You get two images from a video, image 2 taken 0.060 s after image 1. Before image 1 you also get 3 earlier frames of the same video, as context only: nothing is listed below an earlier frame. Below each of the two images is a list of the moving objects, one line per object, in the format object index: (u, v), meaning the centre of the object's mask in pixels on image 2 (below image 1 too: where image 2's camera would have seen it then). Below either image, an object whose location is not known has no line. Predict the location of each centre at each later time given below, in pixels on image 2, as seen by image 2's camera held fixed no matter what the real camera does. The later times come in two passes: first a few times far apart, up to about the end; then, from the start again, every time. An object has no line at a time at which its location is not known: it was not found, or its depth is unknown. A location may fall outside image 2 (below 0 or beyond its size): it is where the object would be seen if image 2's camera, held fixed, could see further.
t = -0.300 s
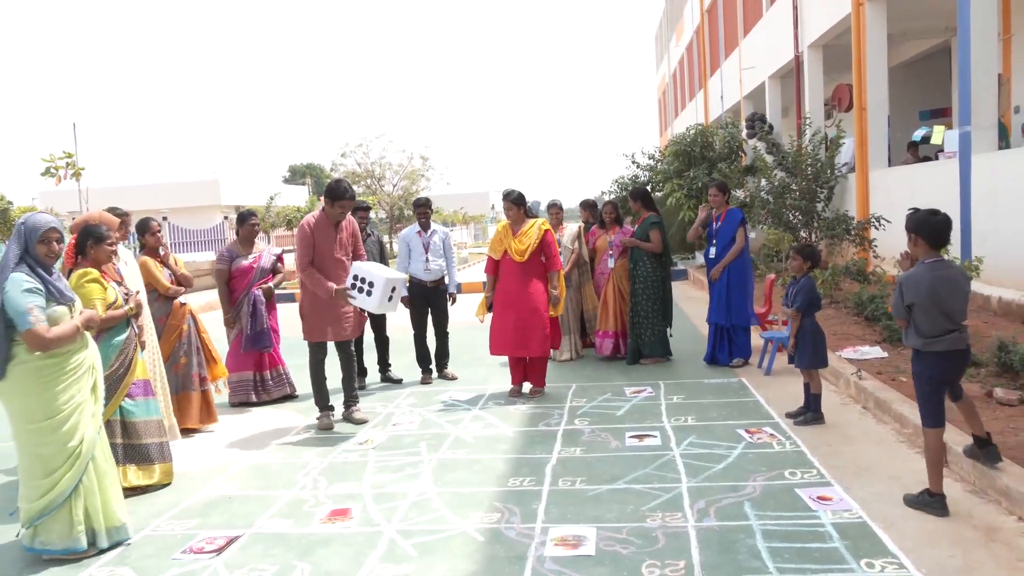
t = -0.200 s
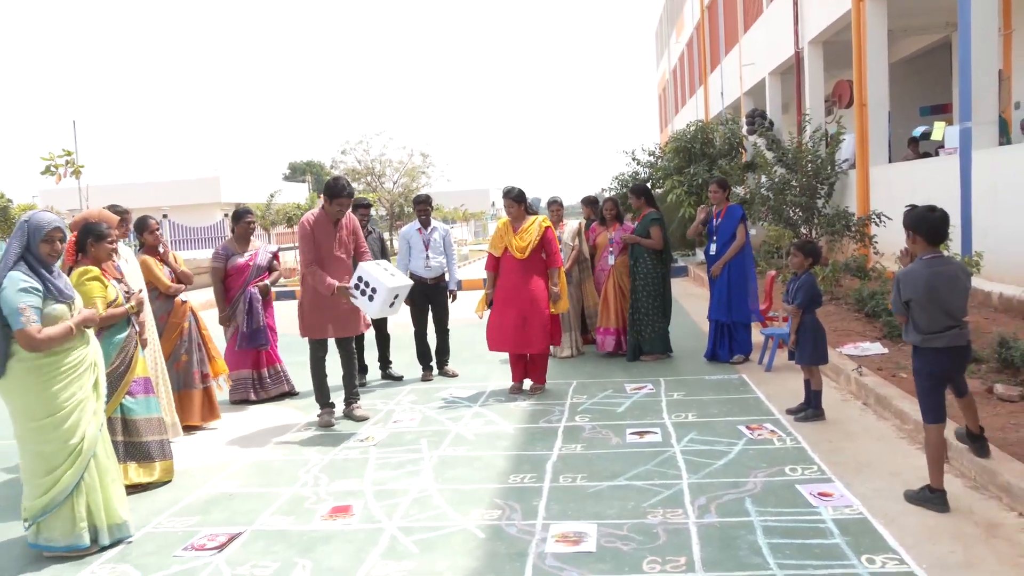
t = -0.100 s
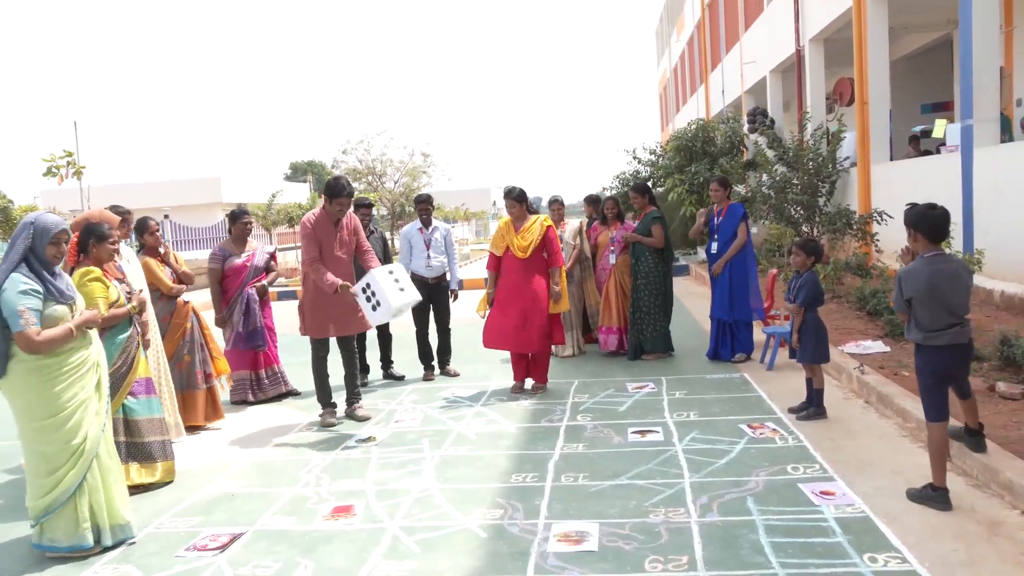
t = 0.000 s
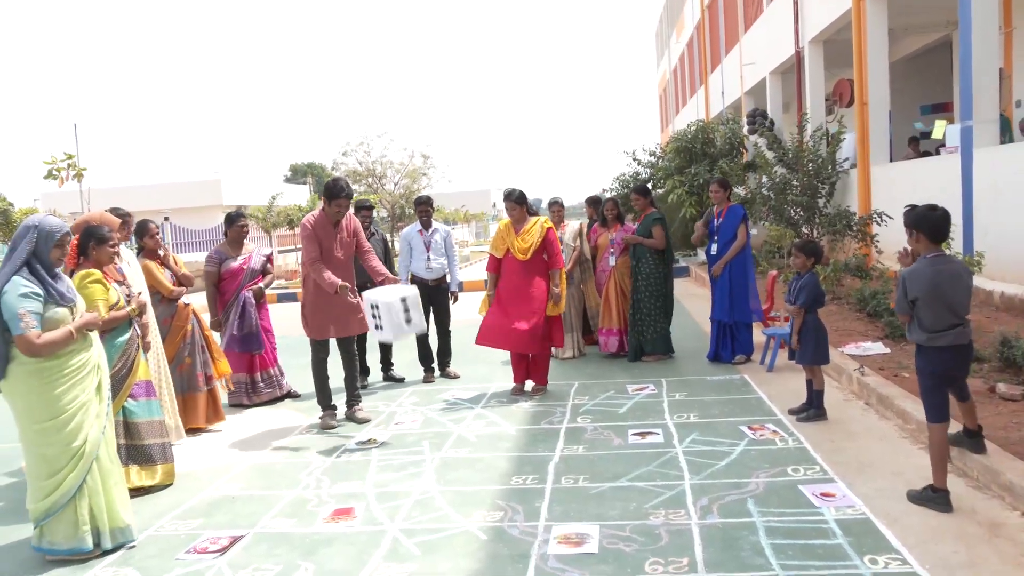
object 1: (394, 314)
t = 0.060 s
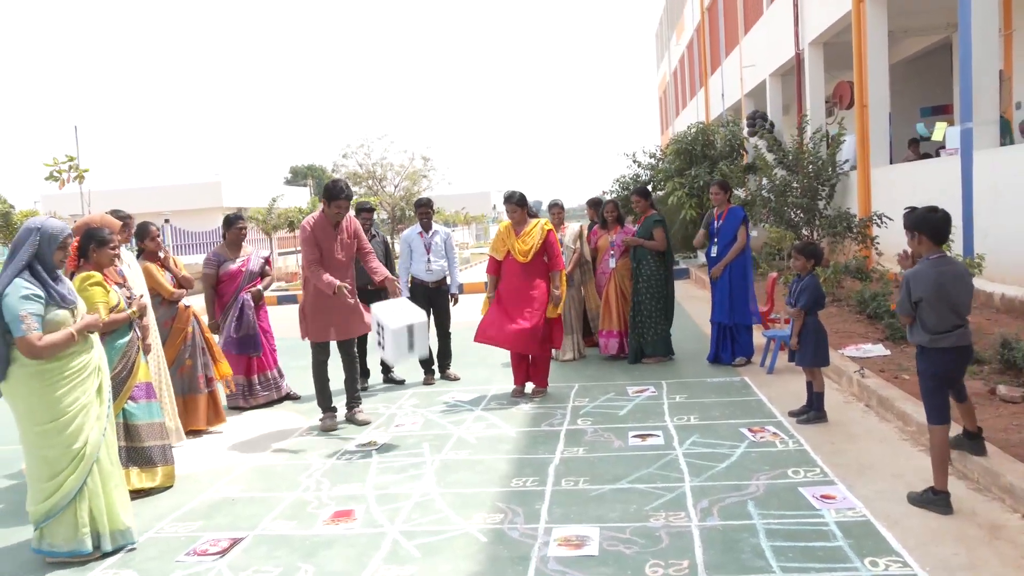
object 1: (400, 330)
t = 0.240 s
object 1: (417, 414)
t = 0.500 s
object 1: (396, 424)
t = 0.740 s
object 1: (386, 442)
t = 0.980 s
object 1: (394, 457)
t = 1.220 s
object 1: (399, 458)
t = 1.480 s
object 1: (398, 459)
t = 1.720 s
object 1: (399, 459)
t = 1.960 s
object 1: (399, 459)
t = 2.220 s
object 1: (399, 459)
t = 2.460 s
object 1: (399, 458)
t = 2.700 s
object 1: (399, 458)
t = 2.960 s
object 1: (399, 458)
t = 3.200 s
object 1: (399, 458)
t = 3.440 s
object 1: (399, 458)
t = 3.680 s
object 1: (399, 458)
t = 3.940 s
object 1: (400, 458)
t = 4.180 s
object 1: (400, 458)
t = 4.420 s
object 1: (399, 458)
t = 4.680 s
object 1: (400, 458)
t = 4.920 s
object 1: (400, 458)
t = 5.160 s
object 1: (399, 459)
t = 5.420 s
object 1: (400, 458)
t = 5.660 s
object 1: (400, 458)
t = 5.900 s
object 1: (400, 458)
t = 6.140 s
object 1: (400, 458)
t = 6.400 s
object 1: (400, 458)
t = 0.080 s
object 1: (401, 337)
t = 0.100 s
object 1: (403, 345)
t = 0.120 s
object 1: (405, 353)
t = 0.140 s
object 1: (407, 359)
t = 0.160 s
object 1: (409, 367)
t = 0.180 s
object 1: (411, 378)
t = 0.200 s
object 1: (413, 387)
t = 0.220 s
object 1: (416, 399)
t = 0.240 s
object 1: (417, 414)
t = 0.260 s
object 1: (419, 424)
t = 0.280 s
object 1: (418, 427)
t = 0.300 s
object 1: (416, 426)
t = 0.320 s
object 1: (415, 424)
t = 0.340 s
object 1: (412, 422)
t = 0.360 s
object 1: (409, 420)
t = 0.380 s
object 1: (407, 419)
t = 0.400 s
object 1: (405, 418)
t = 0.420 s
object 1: (403, 418)
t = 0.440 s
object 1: (401, 419)
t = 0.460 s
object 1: (399, 420)
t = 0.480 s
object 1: (398, 422)
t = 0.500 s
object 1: (396, 424)
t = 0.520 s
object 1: (394, 426)
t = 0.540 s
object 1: (391, 430)
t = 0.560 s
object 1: (390, 433)
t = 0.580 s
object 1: (389, 432)
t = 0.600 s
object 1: (389, 432)
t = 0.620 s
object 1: (388, 432)
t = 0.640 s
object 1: (388, 433)
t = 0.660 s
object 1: (388, 433)
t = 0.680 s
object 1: (387, 435)
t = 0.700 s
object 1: (387, 437)
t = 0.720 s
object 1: (386, 439)
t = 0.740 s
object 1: (386, 442)
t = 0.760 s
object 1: (386, 446)
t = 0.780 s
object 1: (385, 449)
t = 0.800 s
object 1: (386, 455)
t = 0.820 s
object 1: (386, 455)
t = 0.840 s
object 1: (387, 456)
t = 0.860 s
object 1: (388, 457)
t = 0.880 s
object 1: (389, 457)
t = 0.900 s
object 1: (391, 457)
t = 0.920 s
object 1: (392, 456)
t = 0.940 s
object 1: (393, 457)
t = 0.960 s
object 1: (393, 457)
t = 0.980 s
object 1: (394, 457)
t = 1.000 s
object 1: (394, 457)
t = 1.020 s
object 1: (395, 457)
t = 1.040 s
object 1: (396, 457)
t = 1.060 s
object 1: (396, 457)
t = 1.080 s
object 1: (397, 457)
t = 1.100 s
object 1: (397, 458)
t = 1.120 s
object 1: (398, 458)
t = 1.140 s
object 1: (398, 459)
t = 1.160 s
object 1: (398, 459)
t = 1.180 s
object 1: (398, 459)
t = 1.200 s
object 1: (398, 458)
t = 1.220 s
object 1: (399, 458)
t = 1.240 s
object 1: (399, 457)
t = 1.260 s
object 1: (400, 457)
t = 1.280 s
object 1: (400, 457)
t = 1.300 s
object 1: (400, 457)
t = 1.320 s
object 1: (400, 457)
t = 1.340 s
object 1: (400, 457)
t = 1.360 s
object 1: (400, 458)
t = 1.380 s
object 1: (399, 458)
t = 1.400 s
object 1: (399, 459)
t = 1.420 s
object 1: (399, 459)
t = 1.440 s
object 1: (399, 459)
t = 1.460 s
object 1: (399, 459)
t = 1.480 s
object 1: (398, 459)
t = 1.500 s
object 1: (399, 459)
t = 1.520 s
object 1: (399, 459)
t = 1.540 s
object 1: (399, 459)
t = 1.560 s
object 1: (399, 459)
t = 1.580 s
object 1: (399, 459)
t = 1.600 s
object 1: (399, 459)
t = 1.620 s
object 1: (399, 459)
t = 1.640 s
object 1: (399, 459)
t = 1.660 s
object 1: (399, 459)
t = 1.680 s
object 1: (399, 459)
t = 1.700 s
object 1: (399, 459)
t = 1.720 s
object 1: (399, 459)
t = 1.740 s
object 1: (399, 459)
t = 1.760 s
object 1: (399, 459)
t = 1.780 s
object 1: (399, 459)
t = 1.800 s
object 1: (399, 459)
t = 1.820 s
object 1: (399, 459)
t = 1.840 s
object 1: (399, 459)
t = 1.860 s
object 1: (399, 459)
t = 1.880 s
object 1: (399, 459)
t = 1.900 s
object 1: (398, 459)
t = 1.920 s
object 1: (399, 459)
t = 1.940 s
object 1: (399, 459)
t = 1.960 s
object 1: (399, 459)
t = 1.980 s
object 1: (399, 459)
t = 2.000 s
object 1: (398, 459)
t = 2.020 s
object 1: (399, 459)
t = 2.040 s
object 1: (399, 459)
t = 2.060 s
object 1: (399, 459)
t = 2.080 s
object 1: (399, 459)
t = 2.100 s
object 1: (399, 459)
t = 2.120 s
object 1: (399, 459)
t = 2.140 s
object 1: (399, 459)
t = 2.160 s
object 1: (399, 459)
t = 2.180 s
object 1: (399, 459)
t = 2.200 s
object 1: (399, 459)
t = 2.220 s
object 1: (399, 459)
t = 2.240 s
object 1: (399, 459)
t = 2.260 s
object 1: (399, 459)
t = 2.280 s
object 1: (399, 459)
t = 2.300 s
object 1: (399, 459)
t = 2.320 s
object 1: (399, 459)
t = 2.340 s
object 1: (399, 459)
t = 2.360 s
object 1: (399, 458)
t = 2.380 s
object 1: (399, 458)
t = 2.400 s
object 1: (399, 458)
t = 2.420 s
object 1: (399, 458)
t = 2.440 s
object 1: (399, 458)
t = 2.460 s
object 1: (399, 458)
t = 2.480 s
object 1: (399, 458)
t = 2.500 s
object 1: (399, 458)
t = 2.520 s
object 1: (399, 458)
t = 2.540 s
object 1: (399, 458)
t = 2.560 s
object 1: (399, 458)
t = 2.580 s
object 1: (399, 458)
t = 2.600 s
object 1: (399, 458)
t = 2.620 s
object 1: (399, 458)
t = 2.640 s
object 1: (399, 458)
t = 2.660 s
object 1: (399, 458)
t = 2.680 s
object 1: (399, 458)
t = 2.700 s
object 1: (399, 458)
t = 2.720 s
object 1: (399, 458)
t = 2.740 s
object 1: (399, 458)
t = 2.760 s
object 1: (399, 458)
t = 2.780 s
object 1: (399, 458)
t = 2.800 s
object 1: (399, 458)
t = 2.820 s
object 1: (399, 458)
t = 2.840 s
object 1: (399, 457)
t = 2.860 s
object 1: (399, 458)
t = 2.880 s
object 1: (399, 458)
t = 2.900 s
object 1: (400, 457)
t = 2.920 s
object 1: (400, 457)
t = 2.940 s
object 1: (399, 458)
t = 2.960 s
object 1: (399, 458)
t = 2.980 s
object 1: (399, 458)
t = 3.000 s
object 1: (399, 458)
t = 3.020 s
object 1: (399, 458)
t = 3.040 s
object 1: (399, 458)
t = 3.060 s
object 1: (399, 458)
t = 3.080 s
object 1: (399, 458)
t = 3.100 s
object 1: (399, 458)
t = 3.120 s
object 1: (399, 458)
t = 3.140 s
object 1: (399, 458)
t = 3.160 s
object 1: (399, 458)
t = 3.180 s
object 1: (399, 458)
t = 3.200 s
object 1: (399, 458)
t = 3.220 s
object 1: (400, 458)
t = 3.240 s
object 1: (400, 458)
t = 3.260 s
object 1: (400, 458)
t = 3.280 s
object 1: (400, 457)
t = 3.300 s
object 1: (399, 458)
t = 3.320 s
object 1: (399, 458)
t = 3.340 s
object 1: (399, 458)
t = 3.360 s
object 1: (399, 458)
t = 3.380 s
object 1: (399, 458)
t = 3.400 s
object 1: (399, 458)
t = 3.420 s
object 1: (399, 458)
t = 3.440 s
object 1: (399, 458)
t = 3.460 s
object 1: (399, 458)
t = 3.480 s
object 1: (399, 458)
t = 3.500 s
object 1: (399, 458)
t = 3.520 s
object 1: (399, 458)
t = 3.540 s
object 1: (399, 458)
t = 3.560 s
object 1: (399, 458)
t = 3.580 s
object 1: (399, 458)
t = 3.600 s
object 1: (399, 458)
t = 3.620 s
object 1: (399, 458)
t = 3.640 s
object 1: (399, 458)
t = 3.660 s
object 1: (399, 458)
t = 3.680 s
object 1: (399, 458)
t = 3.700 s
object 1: (400, 458)
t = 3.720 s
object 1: (400, 458)
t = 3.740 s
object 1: (400, 458)
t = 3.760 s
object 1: (400, 458)
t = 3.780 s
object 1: (400, 458)
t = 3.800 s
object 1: (400, 458)
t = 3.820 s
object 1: (400, 458)
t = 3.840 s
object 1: (400, 458)
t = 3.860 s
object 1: (400, 458)
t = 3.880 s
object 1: (400, 458)
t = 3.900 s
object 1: (400, 458)
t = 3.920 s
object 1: (400, 458)
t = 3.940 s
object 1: (400, 458)
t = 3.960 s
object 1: (400, 458)
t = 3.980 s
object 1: (400, 458)
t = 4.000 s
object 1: (400, 458)
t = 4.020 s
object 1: (400, 458)
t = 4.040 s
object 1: (400, 458)
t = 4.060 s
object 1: (400, 458)
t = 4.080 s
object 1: (400, 458)
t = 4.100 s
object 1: (400, 458)
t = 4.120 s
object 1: (400, 458)
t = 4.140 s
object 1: (400, 458)
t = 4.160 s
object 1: (400, 458)
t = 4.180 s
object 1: (400, 458)
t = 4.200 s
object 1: (400, 458)
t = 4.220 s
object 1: (400, 458)
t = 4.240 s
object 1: (400, 458)
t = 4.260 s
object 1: (399, 458)
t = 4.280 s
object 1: (399, 458)
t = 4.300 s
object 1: (399, 458)
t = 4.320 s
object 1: (400, 458)
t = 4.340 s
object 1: (399, 458)
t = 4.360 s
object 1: (399, 458)
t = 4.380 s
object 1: (400, 458)
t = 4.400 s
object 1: (399, 458)
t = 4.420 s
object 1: (399, 458)
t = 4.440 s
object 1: (399, 458)
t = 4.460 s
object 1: (399, 458)
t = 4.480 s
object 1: (399, 458)
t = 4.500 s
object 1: (399, 458)
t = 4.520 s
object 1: (400, 458)
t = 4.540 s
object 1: (399, 458)
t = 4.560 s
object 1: (399, 458)
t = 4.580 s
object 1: (400, 458)
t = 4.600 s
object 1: (400, 458)
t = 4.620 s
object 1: (400, 458)
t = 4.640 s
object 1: (400, 458)
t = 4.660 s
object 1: (400, 458)
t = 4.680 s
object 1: (400, 458)
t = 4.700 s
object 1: (400, 458)
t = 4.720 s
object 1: (400, 458)
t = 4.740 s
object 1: (399, 458)
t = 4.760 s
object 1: (399, 458)
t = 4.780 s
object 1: (399, 458)
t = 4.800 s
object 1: (400, 458)
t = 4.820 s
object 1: (399, 458)
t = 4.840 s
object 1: (400, 458)
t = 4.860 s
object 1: (400, 458)
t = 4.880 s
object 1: (400, 458)
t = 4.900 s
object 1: (400, 458)
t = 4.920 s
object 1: (400, 458)
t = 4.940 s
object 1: (400, 458)
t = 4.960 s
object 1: (400, 458)
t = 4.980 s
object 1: (400, 458)
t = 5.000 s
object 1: (400, 458)
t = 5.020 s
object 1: (399, 458)
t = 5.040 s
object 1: (399, 458)
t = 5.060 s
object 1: (399, 459)
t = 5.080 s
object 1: (399, 459)
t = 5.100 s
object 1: (399, 459)
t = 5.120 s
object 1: (399, 459)
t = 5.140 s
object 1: (399, 459)
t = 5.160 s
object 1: (399, 459)
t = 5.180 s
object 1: (399, 459)
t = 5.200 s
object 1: (399, 458)
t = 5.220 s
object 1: (399, 459)
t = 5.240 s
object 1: (399, 459)
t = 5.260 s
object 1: (399, 458)
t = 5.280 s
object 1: (400, 459)
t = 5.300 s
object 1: (399, 458)
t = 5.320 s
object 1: (399, 458)
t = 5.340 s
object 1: (399, 458)
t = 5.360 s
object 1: (399, 458)
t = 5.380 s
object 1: (399, 458)
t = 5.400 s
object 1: (400, 458)
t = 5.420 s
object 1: (400, 458)
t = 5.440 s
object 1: (400, 458)
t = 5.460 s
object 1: (400, 458)
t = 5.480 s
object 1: (400, 458)
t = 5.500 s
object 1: (400, 459)
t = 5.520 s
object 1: (400, 459)
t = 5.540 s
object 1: (400, 459)
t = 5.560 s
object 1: (400, 458)
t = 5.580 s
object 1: (400, 458)
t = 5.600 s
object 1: (400, 458)
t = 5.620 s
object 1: (400, 458)
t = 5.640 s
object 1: (400, 458)
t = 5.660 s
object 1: (400, 458)
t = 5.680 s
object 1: (400, 458)
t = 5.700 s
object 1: (399, 458)
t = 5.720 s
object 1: (399, 458)
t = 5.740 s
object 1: (399, 458)
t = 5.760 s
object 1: (399, 458)
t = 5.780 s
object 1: (400, 458)
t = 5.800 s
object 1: (400, 458)
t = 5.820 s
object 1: (400, 458)
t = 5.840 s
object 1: (400, 458)
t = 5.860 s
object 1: (400, 458)
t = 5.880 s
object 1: (400, 458)
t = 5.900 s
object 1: (400, 458)
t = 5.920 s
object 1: (400, 458)
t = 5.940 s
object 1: (400, 458)
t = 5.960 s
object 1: (400, 458)
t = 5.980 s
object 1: (400, 458)
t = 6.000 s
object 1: (400, 458)
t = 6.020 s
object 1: (400, 458)
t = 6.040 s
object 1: (400, 458)
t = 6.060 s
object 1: (400, 458)
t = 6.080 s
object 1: (400, 458)
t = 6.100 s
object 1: (399, 458)
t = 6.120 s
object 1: (400, 458)
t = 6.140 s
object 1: (400, 458)
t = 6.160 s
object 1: (400, 458)
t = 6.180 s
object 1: (400, 458)
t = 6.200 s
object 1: (400, 458)
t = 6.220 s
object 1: (400, 458)
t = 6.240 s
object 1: (400, 458)
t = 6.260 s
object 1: (400, 459)
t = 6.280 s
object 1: (400, 459)
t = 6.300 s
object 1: (400, 459)
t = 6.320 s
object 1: (400, 458)
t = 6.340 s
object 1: (400, 458)
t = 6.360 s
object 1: (400, 458)
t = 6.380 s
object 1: (400, 458)
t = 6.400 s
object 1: (400, 458)
